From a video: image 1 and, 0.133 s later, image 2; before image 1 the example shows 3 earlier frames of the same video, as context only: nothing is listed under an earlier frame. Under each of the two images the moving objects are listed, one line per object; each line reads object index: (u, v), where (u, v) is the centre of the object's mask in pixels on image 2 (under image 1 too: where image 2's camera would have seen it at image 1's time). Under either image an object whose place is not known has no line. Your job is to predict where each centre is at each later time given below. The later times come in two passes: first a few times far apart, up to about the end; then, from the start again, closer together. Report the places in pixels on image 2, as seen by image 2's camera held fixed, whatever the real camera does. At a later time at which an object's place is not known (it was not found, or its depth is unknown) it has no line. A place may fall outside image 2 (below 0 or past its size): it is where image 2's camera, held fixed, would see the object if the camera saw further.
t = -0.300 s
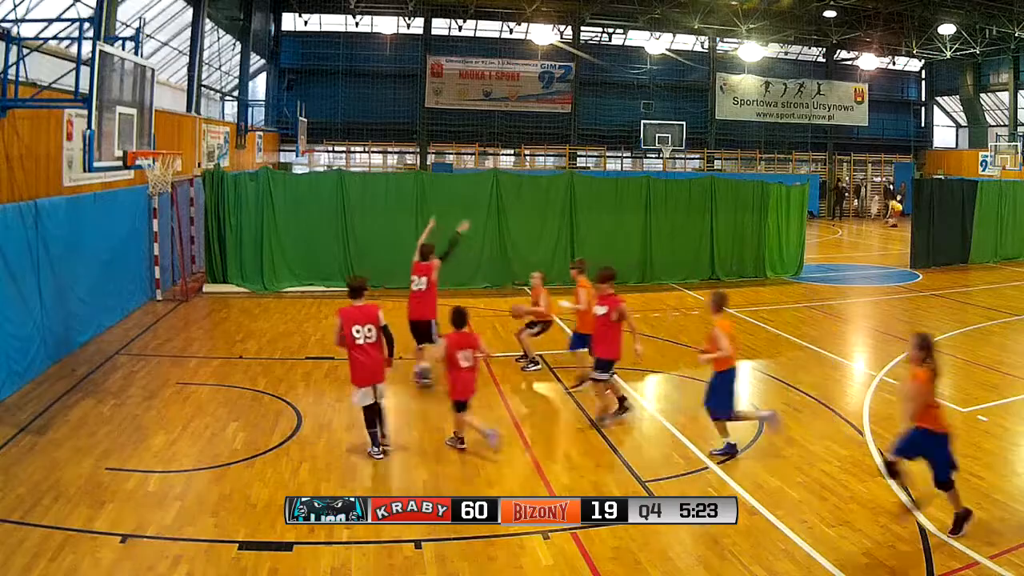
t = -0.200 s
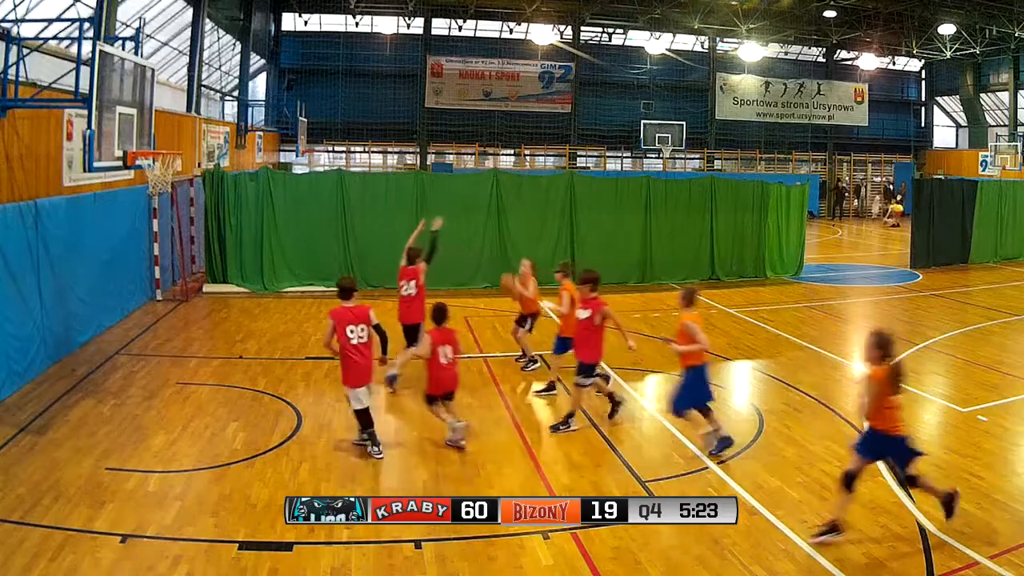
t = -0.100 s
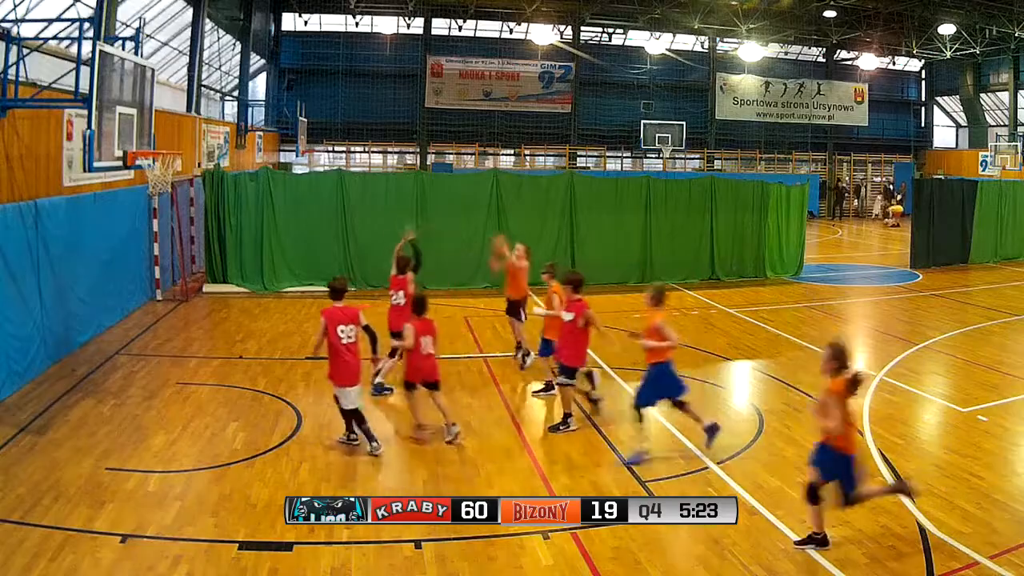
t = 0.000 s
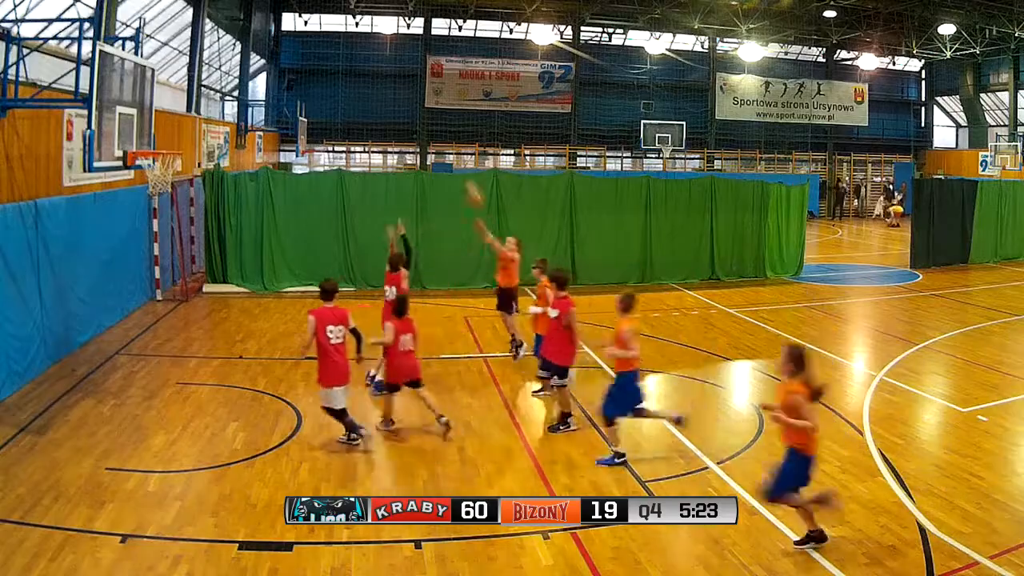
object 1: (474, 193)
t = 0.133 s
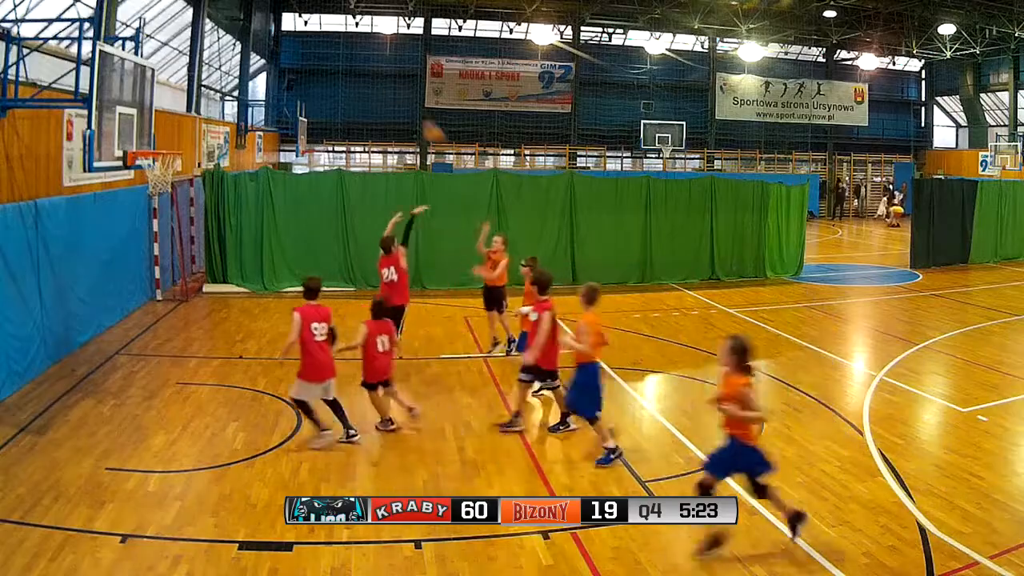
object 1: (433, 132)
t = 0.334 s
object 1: (372, 65)
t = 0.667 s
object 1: (259, 22)
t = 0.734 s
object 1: (236, 26)
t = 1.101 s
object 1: (150, 117)
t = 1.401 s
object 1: (170, 167)
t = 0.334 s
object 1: (372, 65)
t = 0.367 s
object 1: (360, 56)
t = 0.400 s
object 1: (348, 50)
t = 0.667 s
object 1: (259, 22)
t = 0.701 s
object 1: (248, 25)
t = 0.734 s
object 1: (236, 26)
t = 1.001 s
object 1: (138, 89)
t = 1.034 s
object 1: (141, 95)
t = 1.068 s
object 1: (146, 105)
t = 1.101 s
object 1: (150, 117)
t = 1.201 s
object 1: (161, 153)
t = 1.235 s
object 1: (170, 164)
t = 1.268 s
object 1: (171, 167)
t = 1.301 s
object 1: (171, 170)
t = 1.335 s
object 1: (170, 167)
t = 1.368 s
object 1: (170, 166)
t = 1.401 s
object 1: (170, 167)
